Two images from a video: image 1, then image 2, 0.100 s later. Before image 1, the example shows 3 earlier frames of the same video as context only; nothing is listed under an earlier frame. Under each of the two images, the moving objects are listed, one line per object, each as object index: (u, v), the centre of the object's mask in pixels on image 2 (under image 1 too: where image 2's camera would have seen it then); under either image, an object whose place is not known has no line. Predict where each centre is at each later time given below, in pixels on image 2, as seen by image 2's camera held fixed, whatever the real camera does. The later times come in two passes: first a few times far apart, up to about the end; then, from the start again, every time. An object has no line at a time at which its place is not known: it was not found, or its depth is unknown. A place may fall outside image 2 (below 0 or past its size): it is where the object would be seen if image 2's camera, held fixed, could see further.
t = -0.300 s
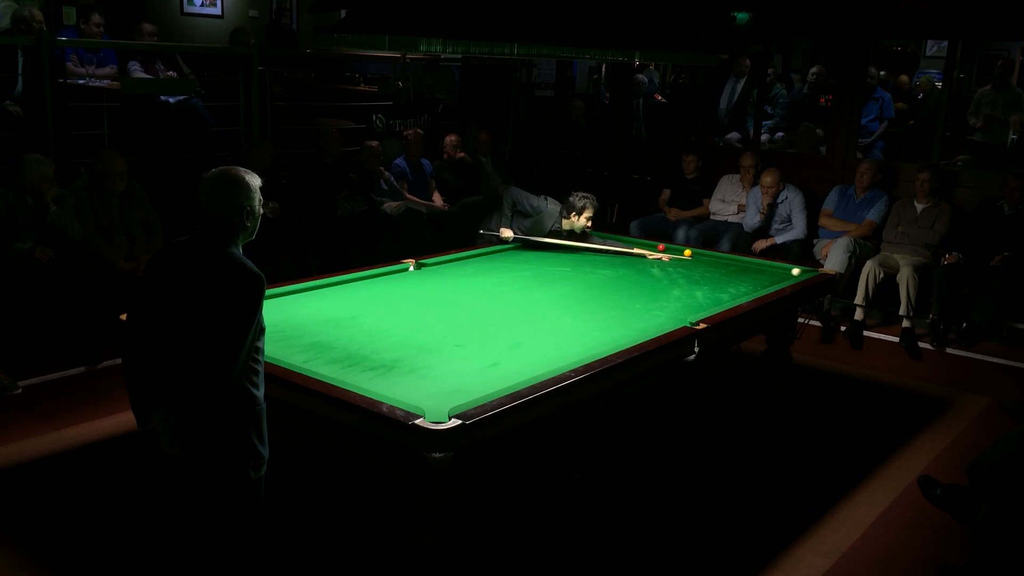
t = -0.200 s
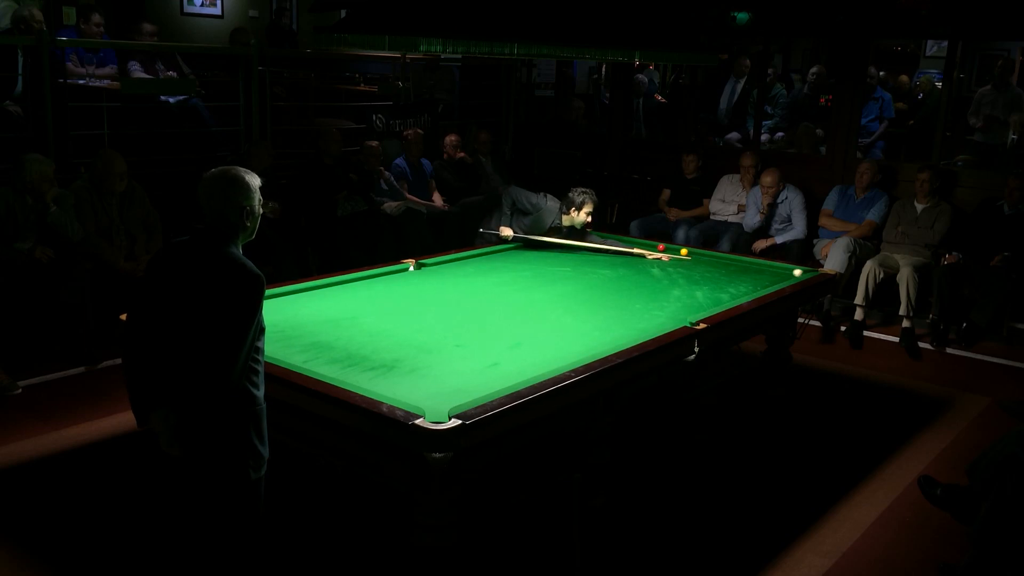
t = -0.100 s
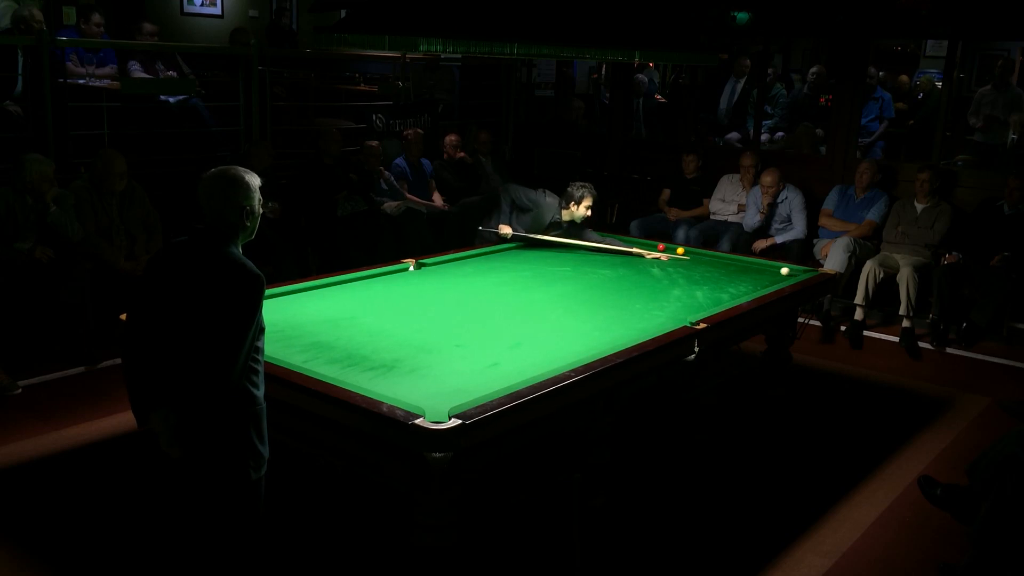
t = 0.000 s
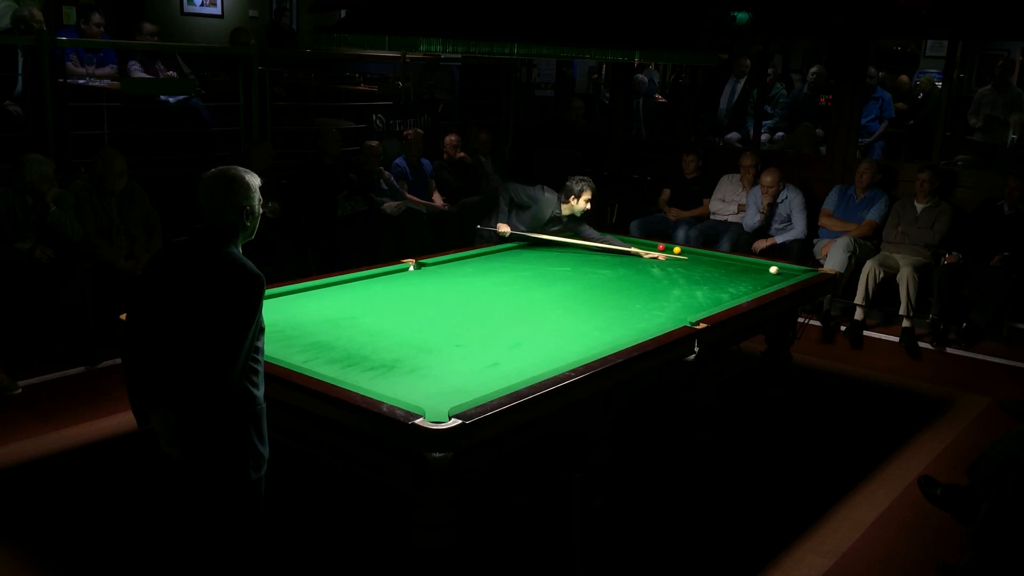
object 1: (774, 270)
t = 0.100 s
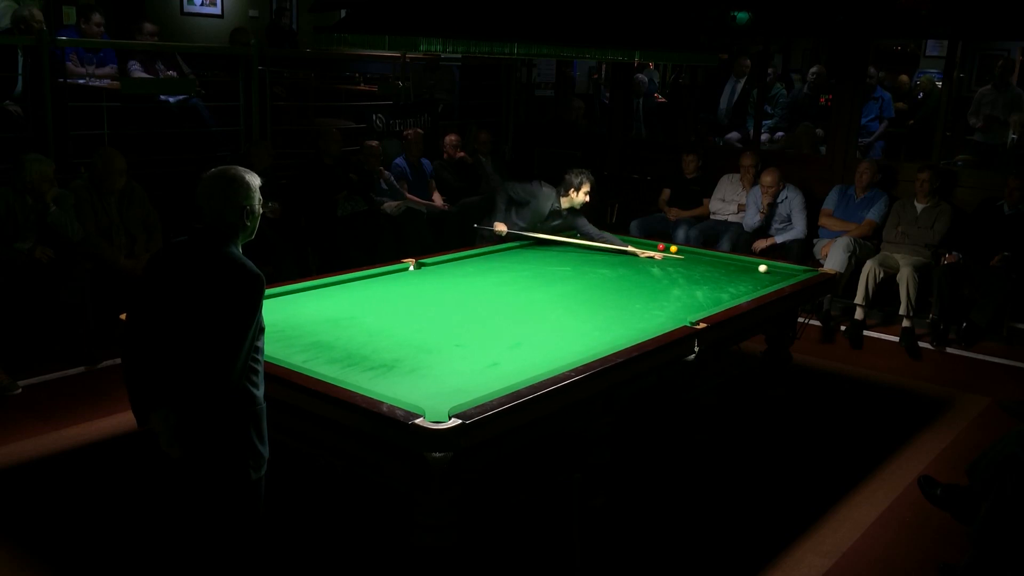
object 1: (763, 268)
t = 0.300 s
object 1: (742, 266)
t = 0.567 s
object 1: (714, 263)
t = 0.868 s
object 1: (687, 260)
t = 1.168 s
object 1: (660, 257)
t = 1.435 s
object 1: (638, 255)
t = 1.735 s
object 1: (615, 252)
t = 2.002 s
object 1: (596, 249)
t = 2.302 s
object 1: (576, 247)
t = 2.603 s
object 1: (558, 245)
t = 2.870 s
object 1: (542, 243)
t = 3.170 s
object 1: (542, 244)
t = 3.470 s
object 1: (548, 246)
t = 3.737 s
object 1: (553, 247)
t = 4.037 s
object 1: (558, 249)
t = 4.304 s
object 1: (563, 250)
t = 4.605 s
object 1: (567, 252)
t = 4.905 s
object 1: (570, 252)
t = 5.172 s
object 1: (572, 253)
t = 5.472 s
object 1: (575, 254)
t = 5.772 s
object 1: (576, 254)
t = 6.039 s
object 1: (576, 254)
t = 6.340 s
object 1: (576, 254)
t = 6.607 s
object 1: (576, 254)
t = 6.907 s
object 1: (576, 254)
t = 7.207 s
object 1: (576, 254)
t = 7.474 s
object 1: (576, 255)
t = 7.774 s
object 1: (576, 255)
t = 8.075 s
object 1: (576, 255)
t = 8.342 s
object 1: (576, 255)
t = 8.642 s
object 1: (576, 255)
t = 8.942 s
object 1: (576, 254)
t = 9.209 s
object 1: (576, 254)
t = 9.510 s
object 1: (576, 254)
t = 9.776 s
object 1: (576, 254)
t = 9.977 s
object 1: (576, 255)
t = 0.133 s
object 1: (759, 268)
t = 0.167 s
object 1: (756, 268)
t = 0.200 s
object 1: (752, 267)
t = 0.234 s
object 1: (749, 267)
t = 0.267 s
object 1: (745, 266)
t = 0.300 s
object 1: (742, 266)
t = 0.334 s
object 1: (738, 265)
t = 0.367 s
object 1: (735, 265)
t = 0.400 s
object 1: (731, 265)
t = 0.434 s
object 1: (728, 264)
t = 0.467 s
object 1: (725, 264)
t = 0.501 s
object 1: (721, 263)
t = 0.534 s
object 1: (718, 263)
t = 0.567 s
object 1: (714, 263)
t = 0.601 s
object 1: (711, 262)
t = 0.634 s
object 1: (708, 262)
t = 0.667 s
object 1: (705, 262)
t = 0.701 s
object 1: (702, 261)
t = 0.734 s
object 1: (699, 261)
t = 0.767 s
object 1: (696, 261)
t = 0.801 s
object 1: (693, 260)
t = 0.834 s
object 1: (689, 260)
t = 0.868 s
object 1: (687, 260)
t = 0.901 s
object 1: (684, 259)
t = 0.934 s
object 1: (680, 259)
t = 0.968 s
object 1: (677, 259)
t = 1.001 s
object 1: (675, 258)
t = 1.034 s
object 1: (672, 258)
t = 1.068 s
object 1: (669, 258)
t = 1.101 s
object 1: (666, 257)
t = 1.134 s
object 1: (663, 257)
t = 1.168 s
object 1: (660, 257)
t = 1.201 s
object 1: (658, 257)
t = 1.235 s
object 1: (655, 256)
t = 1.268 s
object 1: (652, 256)
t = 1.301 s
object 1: (649, 256)
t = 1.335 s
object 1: (646, 255)
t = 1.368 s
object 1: (644, 255)
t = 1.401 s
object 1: (641, 255)
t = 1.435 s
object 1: (638, 255)
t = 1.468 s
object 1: (636, 255)
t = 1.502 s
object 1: (633, 254)
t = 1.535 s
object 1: (630, 254)
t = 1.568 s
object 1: (628, 253)
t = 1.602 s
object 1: (625, 253)
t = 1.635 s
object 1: (623, 253)
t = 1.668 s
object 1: (620, 252)
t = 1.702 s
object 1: (618, 252)
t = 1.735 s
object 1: (615, 252)
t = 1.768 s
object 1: (613, 251)
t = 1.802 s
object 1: (610, 251)
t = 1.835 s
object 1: (608, 251)
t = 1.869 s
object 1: (605, 251)
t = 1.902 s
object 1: (603, 250)
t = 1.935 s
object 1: (601, 250)
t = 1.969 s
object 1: (599, 250)
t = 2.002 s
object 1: (596, 249)
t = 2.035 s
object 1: (594, 249)
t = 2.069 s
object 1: (592, 249)
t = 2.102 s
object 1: (589, 249)
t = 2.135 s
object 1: (587, 248)
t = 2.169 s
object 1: (585, 248)
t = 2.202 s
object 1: (583, 248)
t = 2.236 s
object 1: (580, 248)
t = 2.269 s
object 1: (578, 247)
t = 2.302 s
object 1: (576, 247)
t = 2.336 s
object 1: (574, 247)
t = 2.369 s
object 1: (572, 247)
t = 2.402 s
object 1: (570, 246)
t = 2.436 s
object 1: (568, 246)
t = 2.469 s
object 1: (566, 246)
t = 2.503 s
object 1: (564, 246)
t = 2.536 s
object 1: (562, 245)
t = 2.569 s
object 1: (560, 245)
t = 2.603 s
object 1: (558, 245)
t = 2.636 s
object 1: (556, 245)
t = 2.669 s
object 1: (554, 245)
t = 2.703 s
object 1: (552, 244)
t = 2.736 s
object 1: (550, 244)
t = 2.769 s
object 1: (548, 244)
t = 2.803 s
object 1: (546, 244)
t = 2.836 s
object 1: (544, 243)
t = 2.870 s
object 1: (542, 243)
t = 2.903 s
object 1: (541, 243)
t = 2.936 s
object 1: (539, 243)
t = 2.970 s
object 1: (537, 243)
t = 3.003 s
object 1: (538, 243)
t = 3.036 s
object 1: (539, 243)
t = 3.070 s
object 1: (540, 243)
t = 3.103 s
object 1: (540, 243)
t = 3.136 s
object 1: (541, 244)
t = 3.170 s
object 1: (542, 244)
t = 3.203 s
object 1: (542, 244)
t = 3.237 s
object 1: (543, 244)
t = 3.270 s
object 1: (544, 244)
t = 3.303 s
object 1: (545, 245)
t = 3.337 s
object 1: (545, 245)
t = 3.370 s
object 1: (546, 245)
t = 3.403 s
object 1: (546, 245)
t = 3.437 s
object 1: (547, 245)
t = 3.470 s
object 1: (548, 246)
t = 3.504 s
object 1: (549, 246)
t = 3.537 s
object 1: (549, 246)
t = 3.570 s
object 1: (550, 246)
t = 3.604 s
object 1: (550, 247)
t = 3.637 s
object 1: (551, 247)
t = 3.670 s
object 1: (552, 247)
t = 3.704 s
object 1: (552, 247)
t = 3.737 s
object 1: (553, 247)
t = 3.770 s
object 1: (554, 248)
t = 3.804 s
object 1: (554, 248)
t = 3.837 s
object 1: (555, 248)
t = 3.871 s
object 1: (555, 248)
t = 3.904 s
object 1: (556, 249)
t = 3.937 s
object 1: (557, 249)
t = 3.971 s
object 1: (557, 249)
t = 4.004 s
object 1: (558, 249)
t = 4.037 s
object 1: (558, 249)
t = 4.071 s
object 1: (559, 249)
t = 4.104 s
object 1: (559, 250)
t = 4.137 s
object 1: (560, 250)
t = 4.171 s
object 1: (560, 250)
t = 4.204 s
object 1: (561, 250)
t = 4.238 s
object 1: (561, 250)
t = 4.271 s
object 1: (562, 250)
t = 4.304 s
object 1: (563, 250)
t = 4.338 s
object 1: (563, 251)
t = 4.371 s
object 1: (564, 251)
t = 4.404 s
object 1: (564, 251)
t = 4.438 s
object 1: (564, 251)
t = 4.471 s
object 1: (565, 251)
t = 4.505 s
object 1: (565, 251)
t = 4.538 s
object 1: (566, 252)
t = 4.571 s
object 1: (566, 252)
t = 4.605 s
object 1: (567, 252)
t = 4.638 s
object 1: (567, 252)
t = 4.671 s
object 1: (567, 252)
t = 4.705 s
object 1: (568, 252)
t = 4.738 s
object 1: (568, 252)
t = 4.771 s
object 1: (568, 252)
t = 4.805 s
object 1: (569, 252)
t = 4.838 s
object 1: (569, 252)
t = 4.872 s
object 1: (570, 253)
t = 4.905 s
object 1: (570, 252)
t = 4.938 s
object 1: (570, 252)
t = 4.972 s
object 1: (571, 253)
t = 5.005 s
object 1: (571, 253)
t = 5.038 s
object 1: (571, 253)
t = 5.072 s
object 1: (571, 253)
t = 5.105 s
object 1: (572, 253)
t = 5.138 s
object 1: (572, 253)
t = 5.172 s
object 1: (572, 253)
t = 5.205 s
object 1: (573, 253)
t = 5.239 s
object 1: (573, 253)
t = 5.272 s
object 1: (573, 253)
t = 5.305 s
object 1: (573, 253)
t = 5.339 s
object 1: (574, 253)
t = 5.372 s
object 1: (574, 254)
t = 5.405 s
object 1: (574, 254)
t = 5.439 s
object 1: (574, 254)
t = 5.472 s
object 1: (575, 254)
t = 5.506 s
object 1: (575, 254)
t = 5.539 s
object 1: (575, 254)
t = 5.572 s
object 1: (575, 254)
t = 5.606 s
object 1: (575, 254)
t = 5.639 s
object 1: (575, 254)
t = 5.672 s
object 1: (575, 254)
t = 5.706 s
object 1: (576, 254)
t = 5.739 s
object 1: (576, 254)
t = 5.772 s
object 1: (576, 254)
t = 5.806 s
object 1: (576, 254)
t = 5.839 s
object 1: (576, 254)
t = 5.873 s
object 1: (576, 254)
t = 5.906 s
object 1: (576, 254)
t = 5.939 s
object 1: (576, 254)
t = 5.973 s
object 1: (576, 254)
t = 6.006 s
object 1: (576, 254)
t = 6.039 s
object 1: (576, 254)
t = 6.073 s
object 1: (576, 254)
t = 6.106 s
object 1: (576, 254)
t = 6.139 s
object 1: (576, 254)
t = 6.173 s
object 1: (576, 254)
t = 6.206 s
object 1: (576, 254)
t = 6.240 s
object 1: (576, 254)
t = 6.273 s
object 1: (576, 255)
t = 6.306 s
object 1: (576, 254)
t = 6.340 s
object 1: (576, 254)
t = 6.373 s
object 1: (576, 254)
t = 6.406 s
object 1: (576, 254)
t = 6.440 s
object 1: (576, 254)
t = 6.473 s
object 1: (576, 254)
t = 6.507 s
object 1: (576, 254)
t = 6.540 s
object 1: (576, 255)
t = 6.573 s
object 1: (576, 254)
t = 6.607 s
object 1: (576, 254)
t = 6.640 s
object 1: (576, 255)
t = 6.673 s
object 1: (576, 255)
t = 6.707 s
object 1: (576, 255)
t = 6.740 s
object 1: (576, 255)
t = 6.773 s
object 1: (576, 254)
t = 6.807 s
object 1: (576, 254)
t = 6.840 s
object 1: (576, 254)
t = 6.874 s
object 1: (576, 254)
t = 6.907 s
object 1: (576, 254)
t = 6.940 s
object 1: (576, 254)
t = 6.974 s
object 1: (576, 254)
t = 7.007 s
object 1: (576, 254)
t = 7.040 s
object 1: (576, 254)
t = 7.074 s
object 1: (576, 255)
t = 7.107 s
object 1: (576, 255)
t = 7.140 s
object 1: (576, 255)
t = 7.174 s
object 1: (576, 255)
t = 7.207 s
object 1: (576, 254)
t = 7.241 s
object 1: (576, 254)
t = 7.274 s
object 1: (576, 254)
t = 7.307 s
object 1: (576, 254)
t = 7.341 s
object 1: (576, 255)
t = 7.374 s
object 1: (576, 254)
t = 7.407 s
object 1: (576, 254)
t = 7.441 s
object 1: (576, 255)
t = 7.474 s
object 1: (576, 255)
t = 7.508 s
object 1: (576, 255)
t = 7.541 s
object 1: (576, 254)
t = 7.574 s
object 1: (576, 254)
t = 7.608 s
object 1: (576, 255)
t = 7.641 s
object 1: (576, 255)
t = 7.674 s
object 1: (576, 255)
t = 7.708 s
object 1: (576, 255)
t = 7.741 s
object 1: (576, 255)
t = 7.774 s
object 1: (576, 255)
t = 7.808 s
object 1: (576, 255)
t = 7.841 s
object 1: (576, 255)
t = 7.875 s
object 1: (576, 255)
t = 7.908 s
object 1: (576, 255)
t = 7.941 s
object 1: (576, 255)
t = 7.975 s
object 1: (576, 255)
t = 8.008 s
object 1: (576, 254)
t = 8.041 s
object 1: (576, 255)
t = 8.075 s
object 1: (576, 255)
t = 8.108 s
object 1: (576, 255)
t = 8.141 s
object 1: (576, 255)
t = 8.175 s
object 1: (576, 255)
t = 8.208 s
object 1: (576, 255)
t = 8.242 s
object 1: (576, 255)
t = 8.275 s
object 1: (576, 255)
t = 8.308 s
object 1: (576, 255)
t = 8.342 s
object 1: (576, 255)
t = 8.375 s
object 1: (576, 255)
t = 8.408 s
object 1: (576, 255)
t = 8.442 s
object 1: (576, 255)
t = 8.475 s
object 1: (576, 255)
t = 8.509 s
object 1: (576, 255)
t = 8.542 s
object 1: (576, 255)
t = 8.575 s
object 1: (576, 255)
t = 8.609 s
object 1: (576, 255)
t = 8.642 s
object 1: (576, 255)
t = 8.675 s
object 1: (576, 255)
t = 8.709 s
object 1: (576, 255)
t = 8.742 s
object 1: (576, 255)
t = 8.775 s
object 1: (576, 255)
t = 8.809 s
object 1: (576, 254)
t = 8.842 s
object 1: (576, 255)
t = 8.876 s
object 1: (576, 255)
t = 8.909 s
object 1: (576, 255)
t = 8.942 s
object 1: (576, 254)
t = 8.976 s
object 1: (576, 254)
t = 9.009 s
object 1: (576, 254)
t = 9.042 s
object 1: (576, 254)
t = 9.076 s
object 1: (576, 254)
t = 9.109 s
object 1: (576, 254)
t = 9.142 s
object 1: (576, 254)
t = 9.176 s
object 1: (576, 254)
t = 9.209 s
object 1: (576, 254)
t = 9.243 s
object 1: (576, 255)
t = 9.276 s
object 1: (576, 255)
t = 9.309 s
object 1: (576, 254)
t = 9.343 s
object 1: (576, 254)
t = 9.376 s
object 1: (576, 254)
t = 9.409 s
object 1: (576, 254)
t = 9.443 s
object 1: (576, 254)
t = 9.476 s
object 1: (576, 254)
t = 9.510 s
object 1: (576, 254)
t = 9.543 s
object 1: (576, 254)
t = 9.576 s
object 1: (576, 254)
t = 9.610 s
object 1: (576, 255)
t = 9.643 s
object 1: (576, 255)
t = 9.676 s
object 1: (576, 255)
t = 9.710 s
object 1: (576, 255)
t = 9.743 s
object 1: (576, 254)
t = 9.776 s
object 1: (576, 254)
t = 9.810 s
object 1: (576, 255)
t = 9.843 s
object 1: (576, 255)
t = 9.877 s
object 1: (576, 255)
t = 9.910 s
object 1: (576, 255)
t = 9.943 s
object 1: (576, 255)
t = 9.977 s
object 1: (576, 255)
